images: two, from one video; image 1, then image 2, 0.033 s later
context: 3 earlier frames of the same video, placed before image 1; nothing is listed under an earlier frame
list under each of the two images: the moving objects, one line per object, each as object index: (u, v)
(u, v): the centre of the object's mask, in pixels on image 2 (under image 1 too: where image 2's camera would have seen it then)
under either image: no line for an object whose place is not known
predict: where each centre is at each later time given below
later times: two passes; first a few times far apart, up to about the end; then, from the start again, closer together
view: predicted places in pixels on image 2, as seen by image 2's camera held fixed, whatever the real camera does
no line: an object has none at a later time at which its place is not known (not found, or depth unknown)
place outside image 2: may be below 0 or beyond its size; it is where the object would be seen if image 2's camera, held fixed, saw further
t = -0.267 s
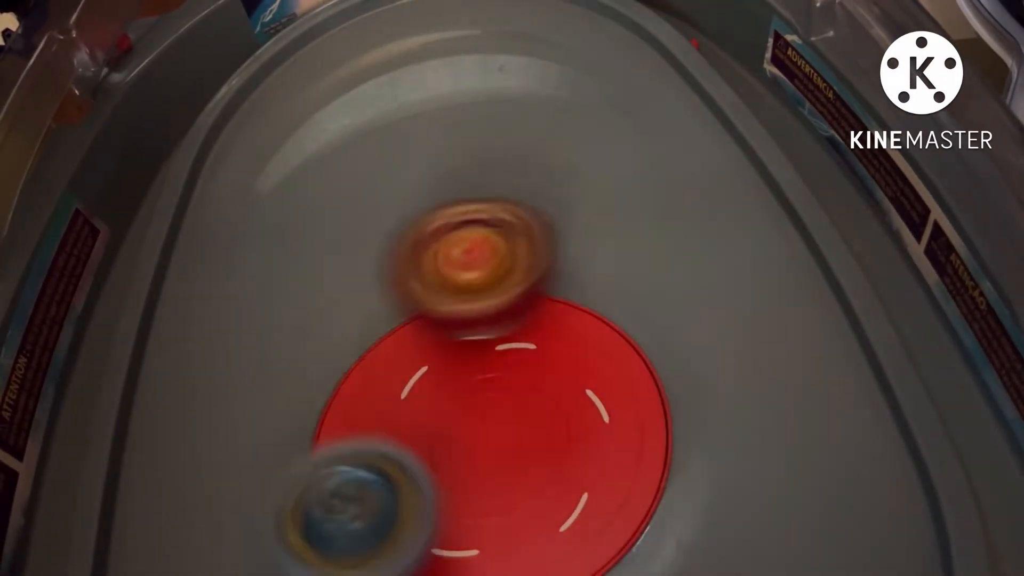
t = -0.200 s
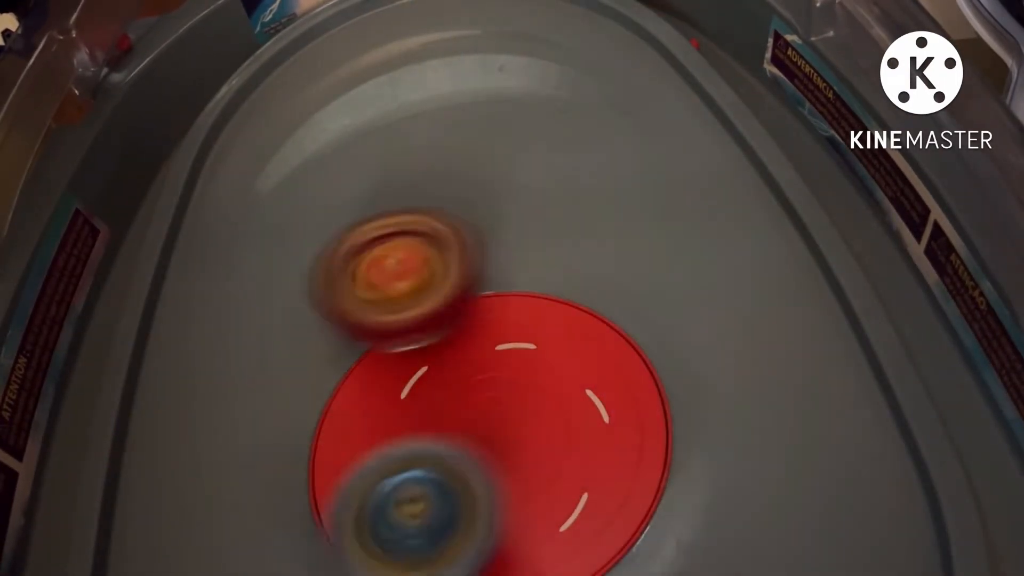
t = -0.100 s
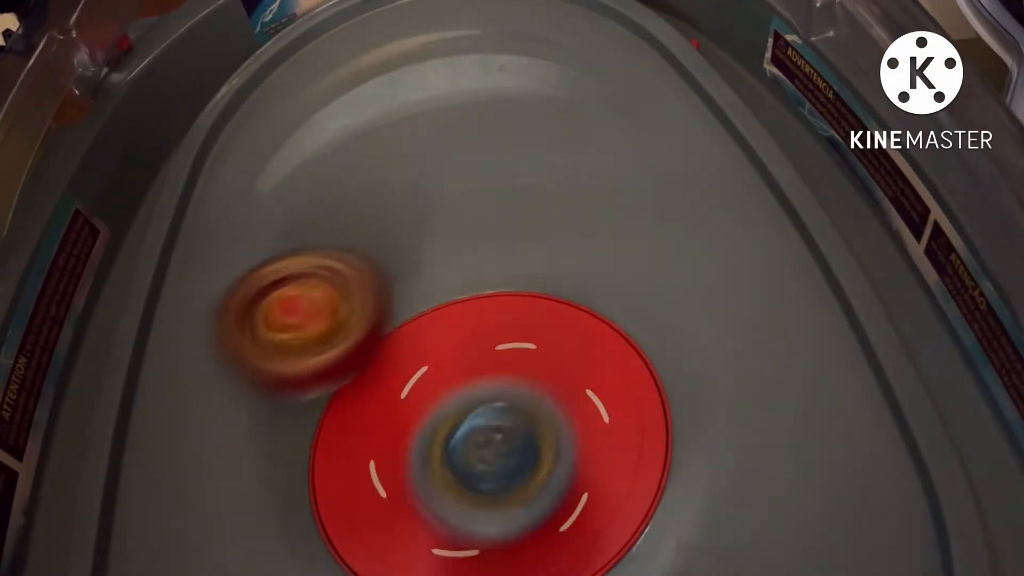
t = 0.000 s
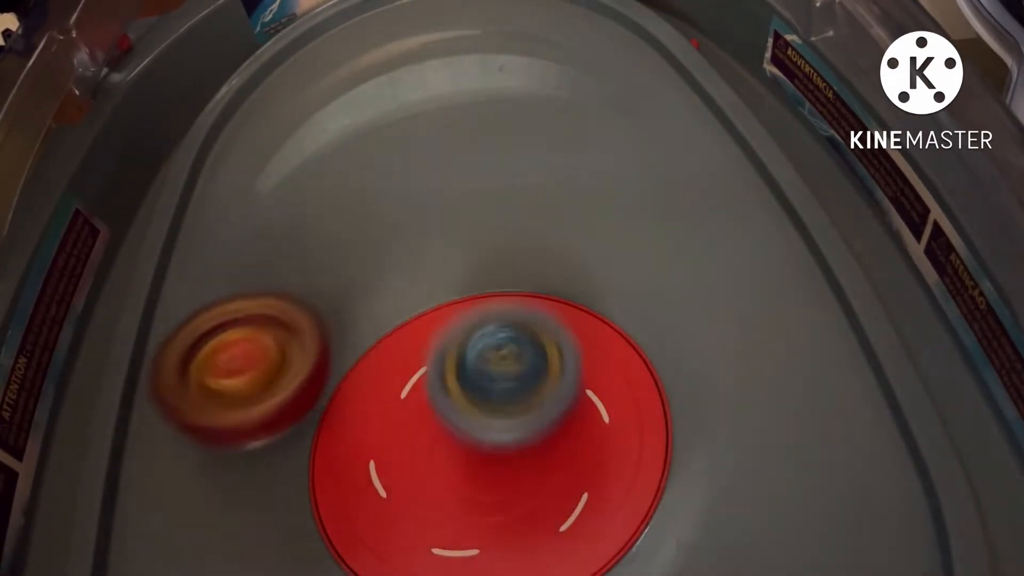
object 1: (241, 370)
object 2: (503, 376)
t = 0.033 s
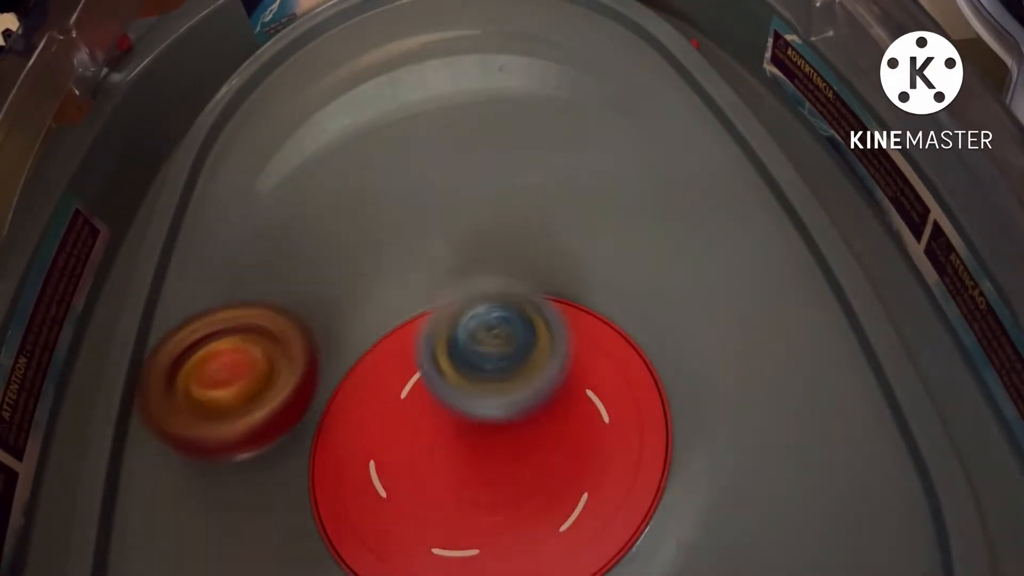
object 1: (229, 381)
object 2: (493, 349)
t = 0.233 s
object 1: (176, 428)
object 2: (368, 304)
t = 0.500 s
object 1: (123, 511)
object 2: (456, 382)
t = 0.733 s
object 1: (308, 504)
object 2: (555, 276)
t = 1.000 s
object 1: (653, 444)
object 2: (446, 298)
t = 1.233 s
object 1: (854, 436)
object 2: (328, 335)
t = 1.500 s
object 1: (683, 307)
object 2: (456, 427)
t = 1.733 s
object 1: (412, 223)
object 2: (583, 350)
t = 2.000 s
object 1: (270, 217)
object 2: (490, 323)
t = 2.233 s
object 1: (216, 203)
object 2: (449, 451)
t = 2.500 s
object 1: (200, 192)
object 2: (546, 457)
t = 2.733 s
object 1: (233, 202)
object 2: (450, 397)
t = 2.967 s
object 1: (273, 243)
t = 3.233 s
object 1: (307, 359)
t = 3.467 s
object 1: (352, 484)
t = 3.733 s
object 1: (499, 512)
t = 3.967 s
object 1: (599, 488)
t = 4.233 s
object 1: (612, 399)
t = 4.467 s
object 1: (585, 344)
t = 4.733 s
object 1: (558, 298)
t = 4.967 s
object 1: (526, 272)
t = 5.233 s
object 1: (499, 275)
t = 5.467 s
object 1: (520, 291)
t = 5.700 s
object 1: (565, 299)
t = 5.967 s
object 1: (603, 377)
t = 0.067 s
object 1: (218, 391)
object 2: (479, 330)
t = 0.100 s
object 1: (207, 400)
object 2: (458, 314)
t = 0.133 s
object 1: (197, 408)
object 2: (434, 303)
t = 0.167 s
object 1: (189, 415)
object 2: (411, 301)
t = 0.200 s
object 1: (182, 422)
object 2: (387, 303)
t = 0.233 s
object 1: (176, 428)
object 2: (368, 304)
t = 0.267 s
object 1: (172, 433)
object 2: (351, 314)
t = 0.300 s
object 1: (170, 438)
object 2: (336, 333)
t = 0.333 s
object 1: (166, 442)
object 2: (325, 362)
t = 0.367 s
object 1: (135, 459)
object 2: (341, 371)
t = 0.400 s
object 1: (112, 477)
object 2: (371, 381)
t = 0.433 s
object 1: (102, 493)
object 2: (397, 387)
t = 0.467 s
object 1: (105, 503)
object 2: (427, 387)
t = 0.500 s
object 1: (123, 511)
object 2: (456, 382)
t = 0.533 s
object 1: (142, 513)
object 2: (484, 372)
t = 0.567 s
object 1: (166, 511)
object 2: (510, 359)
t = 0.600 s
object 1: (188, 508)
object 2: (532, 341)
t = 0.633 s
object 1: (208, 506)
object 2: (549, 322)
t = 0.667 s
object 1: (233, 504)
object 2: (561, 302)
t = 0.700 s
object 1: (265, 503)
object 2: (565, 284)
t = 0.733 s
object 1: (308, 504)
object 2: (555, 276)
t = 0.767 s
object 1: (350, 504)
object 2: (539, 268)
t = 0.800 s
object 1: (392, 501)
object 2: (517, 263)
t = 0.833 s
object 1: (437, 494)
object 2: (495, 267)
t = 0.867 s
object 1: (477, 481)
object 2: (475, 278)
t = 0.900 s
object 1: (514, 461)
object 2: (466, 296)
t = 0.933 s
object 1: (549, 436)
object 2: (464, 315)
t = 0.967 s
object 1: (584, 424)
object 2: (461, 325)
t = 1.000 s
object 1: (653, 444)
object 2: (446, 298)
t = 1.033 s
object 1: (727, 459)
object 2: (429, 283)
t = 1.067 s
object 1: (774, 468)
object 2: (411, 276)
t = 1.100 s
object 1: (836, 475)
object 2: (389, 280)
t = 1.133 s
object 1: (870, 471)
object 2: (371, 289)
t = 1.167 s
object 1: (878, 467)
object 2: (354, 298)
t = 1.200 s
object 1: (872, 457)
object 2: (338, 314)
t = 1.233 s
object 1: (854, 436)
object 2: (328, 335)
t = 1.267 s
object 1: (829, 417)
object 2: (326, 358)
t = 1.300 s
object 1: (808, 400)
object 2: (333, 374)
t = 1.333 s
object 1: (790, 386)
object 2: (346, 391)
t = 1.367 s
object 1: (773, 373)
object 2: (362, 405)
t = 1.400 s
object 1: (754, 359)
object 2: (383, 419)
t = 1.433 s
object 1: (736, 344)
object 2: (404, 426)
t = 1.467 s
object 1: (711, 325)
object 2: (430, 429)
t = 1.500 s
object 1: (683, 307)
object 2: (456, 427)
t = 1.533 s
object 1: (651, 285)
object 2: (480, 424)
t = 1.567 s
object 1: (613, 266)
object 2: (505, 415)
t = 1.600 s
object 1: (574, 252)
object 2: (529, 403)
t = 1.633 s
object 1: (531, 237)
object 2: (548, 391)
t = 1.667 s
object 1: (489, 230)
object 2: (563, 379)
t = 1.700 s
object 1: (449, 225)
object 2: (576, 365)
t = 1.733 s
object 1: (412, 223)
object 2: (583, 350)
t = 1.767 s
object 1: (381, 222)
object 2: (586, 333)
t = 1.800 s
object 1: (358, 222)
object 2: (585, 318)
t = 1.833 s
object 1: (336, 222)
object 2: (577, 308)
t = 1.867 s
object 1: (319, 221)
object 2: (564, 300)
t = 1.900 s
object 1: (304, 220)
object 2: (546, 296)
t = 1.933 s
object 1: (291, 219)
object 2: (525, 301)
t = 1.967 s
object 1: (280, 218)
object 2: (507, 312)
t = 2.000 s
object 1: (270, 217)
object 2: (490, 323)
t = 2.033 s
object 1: (259, 215)
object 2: (475, 339)
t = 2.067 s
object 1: (250, 214)
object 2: (462, 359)
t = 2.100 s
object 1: (242, 213)
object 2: (454, 378)
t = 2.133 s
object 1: (234, 211)
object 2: (448, 395)
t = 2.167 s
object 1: (227, 210)
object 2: (445, 414)
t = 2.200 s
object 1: (221, 207)
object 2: (446, 433)
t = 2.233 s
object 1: (216, 203)
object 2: (449, 451)
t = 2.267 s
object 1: (212, 199)
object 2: (456, 467)
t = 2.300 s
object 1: (210, 197)
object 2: (467, 479)
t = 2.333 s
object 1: (206, 197)
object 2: (478, 488)
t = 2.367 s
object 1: (203, 197)
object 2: (493, 493)
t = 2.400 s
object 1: (201, 196)
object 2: (511, 493)
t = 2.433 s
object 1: (200, 194)
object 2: (528, 486)
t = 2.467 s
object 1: (200, 193)
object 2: (540, 474)
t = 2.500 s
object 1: (200, 192)
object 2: (546, 457)
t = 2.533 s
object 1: (202, 192)
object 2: (544, 439)
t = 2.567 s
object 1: (205, 193)
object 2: (535, 426)
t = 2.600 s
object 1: (210, 196)
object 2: (525, 414)
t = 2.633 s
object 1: (214, 199)
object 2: (508, 403)
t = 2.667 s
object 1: (220, 201)
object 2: (490, 399)
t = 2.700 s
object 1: (226, 200)
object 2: (470, 396)
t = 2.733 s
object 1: (233, 202)
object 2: (450, 397)
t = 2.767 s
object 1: (240, 206)
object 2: (433, 401)
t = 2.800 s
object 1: (245, 211)
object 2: (416, 405)
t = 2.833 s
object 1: (251, 217)
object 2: (398, 412)
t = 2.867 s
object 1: (256, 223)
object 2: (386, 423)
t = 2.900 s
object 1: (262, 229)
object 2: (374, 434)
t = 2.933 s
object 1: (267, 237)
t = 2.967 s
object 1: (273, 243)
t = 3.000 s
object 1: (278, 251)
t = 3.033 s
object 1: (283, 260)
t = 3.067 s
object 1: (288, 270)
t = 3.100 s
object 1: (293, 280)
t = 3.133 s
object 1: (298, 294)
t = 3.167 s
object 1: (304, 312)
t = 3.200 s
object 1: (310, 338)
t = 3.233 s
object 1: (307, 359)
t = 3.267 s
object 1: (307, 373)
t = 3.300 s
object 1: (310, 393)
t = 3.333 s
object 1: (314, 411)
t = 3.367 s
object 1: (320, 429)
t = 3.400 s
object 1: (327, 448)
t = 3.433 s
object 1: (338, 466)
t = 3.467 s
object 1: (352, 484)
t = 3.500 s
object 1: (367, 494)
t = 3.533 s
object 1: (385, 503)
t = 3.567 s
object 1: (403, 508)
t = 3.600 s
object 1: (427, 511)
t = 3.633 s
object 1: (443, 513)
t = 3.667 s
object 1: (464, 515)
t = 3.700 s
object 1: (482, 514)
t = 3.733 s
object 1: (499, 512)
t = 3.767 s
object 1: (515, 511)
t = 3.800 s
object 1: (531, 507)
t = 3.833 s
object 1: (546, 505)
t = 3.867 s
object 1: (560, 503)
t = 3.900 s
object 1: (573, 501)
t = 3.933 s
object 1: (587, 495)
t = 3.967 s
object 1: (599, 488)
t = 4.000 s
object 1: (606, 480)
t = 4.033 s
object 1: (614, 468)
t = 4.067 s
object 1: (620, 456)
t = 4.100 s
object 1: (621, 445)
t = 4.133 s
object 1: (622, 431)
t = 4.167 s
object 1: (621, 420)
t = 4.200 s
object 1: (617, 409)
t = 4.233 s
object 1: (612, 399)
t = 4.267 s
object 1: (606, 389)
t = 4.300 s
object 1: (599, 380)
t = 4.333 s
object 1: (592, 372)
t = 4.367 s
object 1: (589, 365)
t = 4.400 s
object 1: (590, 361)
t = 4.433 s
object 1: (586, 354)
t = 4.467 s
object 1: (585, 344)
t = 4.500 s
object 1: (581, 338)
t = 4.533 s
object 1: (574, 332)
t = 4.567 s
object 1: (569, 326)
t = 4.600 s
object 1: (560, 322)
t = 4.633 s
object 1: (551, 320)
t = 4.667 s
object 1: (544, 317)
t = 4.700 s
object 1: (552, 305)
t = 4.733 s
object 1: (558, 298)
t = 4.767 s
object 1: (556, 290)
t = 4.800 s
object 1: (552, 285)
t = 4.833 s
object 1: (549, 279)
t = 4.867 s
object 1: (545, 274)
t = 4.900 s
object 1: (539, 272)
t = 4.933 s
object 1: (534, 270)
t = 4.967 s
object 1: (526, 272)
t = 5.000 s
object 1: (529, 264)
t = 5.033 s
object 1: (530, 258)
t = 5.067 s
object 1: (523, 259)
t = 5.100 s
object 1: (513, 262)
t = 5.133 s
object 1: (504, 266)
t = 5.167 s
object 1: (499, 270)
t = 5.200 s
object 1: (497, 274)
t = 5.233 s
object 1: (499, 275)
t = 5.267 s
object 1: (505, 274)
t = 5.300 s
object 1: (509, 275)
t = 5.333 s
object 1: (513, 277)
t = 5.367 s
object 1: (514, 277)
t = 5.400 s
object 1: (517, 282)
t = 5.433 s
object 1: (516, 288)
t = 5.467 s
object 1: (520, 291)
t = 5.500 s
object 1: (545, 284)
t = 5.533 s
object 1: (560, 280)
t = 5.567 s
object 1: (565, 281)
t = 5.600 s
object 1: (563, 285)
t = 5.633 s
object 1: (564, 287)
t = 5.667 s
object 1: (563, 294)
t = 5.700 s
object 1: (565, 299)
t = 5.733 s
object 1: (565, 309)
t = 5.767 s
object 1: (566, 315)
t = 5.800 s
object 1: (563, 326)
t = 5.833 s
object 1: (561, 335)
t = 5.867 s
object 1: (555, 347)
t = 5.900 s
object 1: (557, 356)
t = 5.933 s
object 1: (588, 368)
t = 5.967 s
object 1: (603, 377)
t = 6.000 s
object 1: (602, 390)
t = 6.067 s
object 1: (596, 406)
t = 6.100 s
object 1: (590, 415)
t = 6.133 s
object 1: (584, 420)
